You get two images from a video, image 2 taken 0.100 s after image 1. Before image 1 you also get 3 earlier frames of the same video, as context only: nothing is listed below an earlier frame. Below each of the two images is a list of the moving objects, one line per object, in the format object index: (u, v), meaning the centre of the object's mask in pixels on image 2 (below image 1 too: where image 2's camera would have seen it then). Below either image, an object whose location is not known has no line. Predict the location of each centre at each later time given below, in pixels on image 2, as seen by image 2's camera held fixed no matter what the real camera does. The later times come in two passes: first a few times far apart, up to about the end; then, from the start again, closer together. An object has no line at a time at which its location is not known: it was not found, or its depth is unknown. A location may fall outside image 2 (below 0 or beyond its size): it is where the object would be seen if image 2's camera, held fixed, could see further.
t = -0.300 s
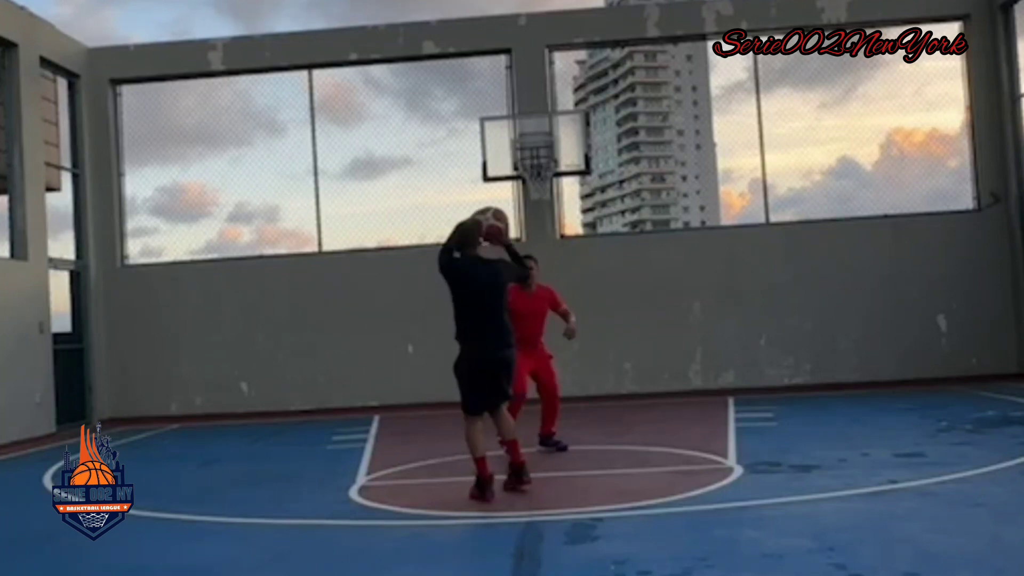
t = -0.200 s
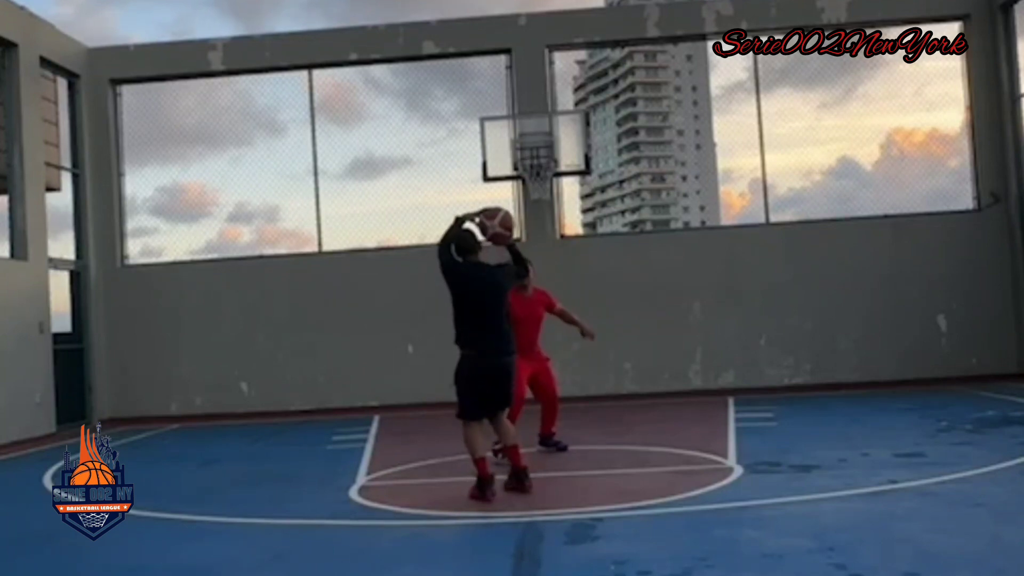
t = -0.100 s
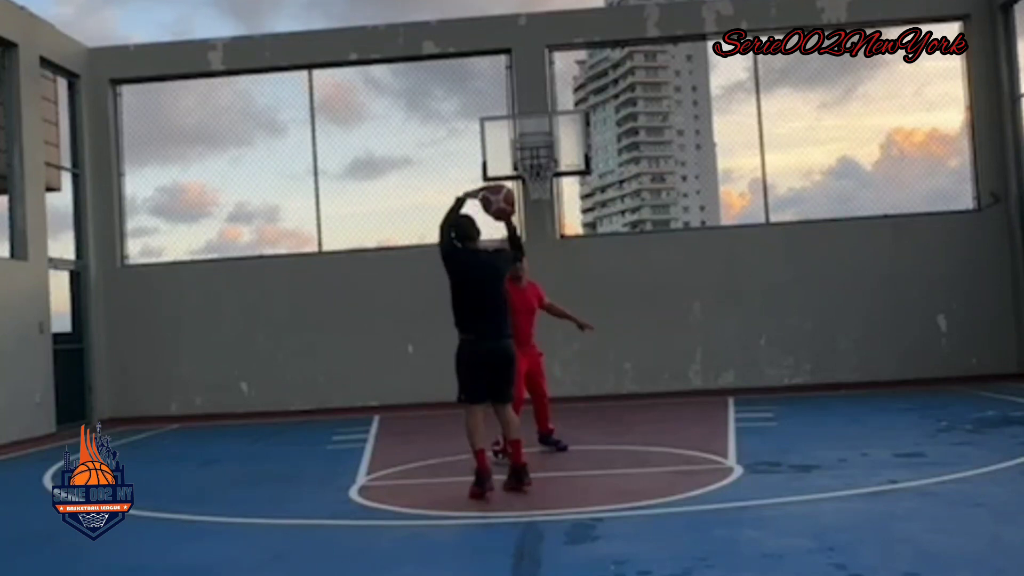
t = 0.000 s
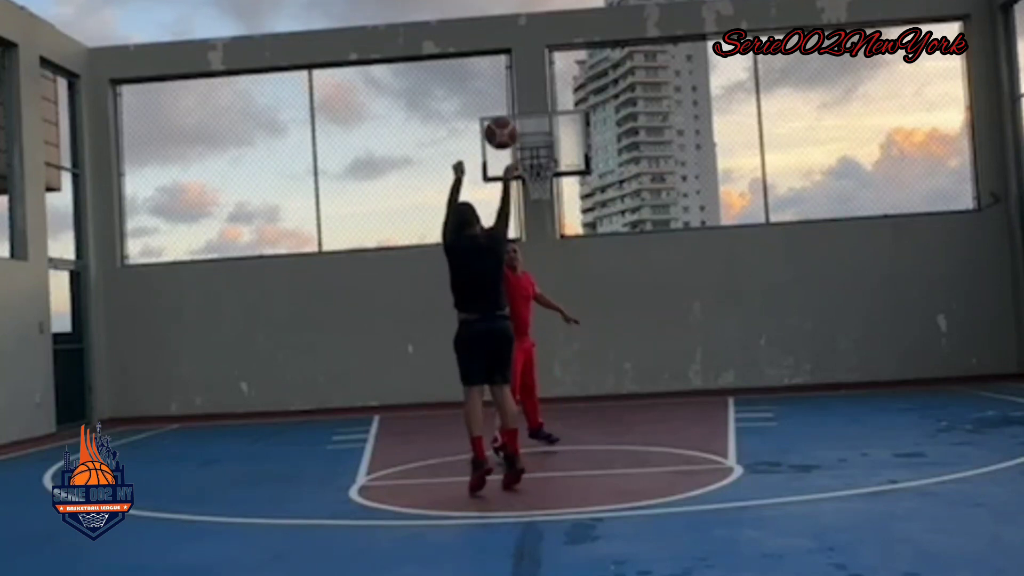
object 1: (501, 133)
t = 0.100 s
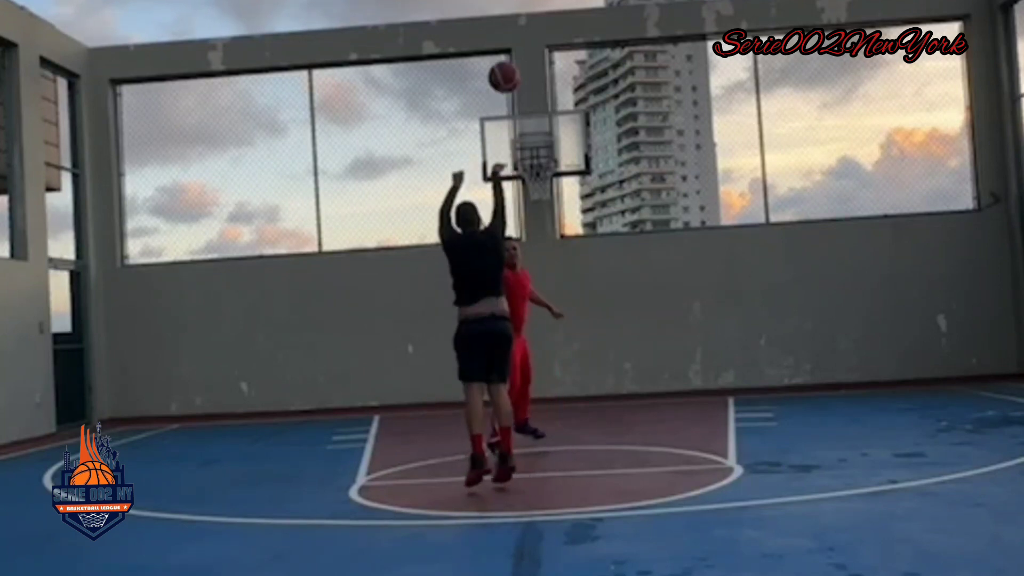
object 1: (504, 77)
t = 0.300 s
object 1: (510, 20)
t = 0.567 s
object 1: (521, 23)
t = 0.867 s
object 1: (536, 96)
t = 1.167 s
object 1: (552, 138)
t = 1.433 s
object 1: (575, 134)
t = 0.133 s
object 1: (504, 63)
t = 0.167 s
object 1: (506, 51)
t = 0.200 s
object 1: (506, 42)
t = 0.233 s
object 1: (507, 34)
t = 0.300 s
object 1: (510, 20)
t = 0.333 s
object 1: (511, 17)
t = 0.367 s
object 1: (513, 14)
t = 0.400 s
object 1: (514, 13)
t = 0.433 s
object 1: (515, 13)
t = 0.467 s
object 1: (517, 13)
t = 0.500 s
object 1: (518, 15)
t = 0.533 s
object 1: (519, 19)
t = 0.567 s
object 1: (521, 23)
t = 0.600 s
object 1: (522, 30)
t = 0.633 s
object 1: (523, 36)
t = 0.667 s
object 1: (525, 41)
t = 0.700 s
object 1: (527, 49)
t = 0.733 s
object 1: (529, 57)
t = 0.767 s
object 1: (530, 66)
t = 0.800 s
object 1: (532, 75)
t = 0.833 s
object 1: (534, 86)
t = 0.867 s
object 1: (536, 96)
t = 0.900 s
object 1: (537, 107)
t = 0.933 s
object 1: (538, 119)
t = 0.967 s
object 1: (541, 132)
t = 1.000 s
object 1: (543, 146)
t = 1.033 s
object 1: (544, 157)
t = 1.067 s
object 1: (546, 153)
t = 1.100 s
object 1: (548, 148)
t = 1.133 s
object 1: (550, 143)
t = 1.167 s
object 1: (552, 138)
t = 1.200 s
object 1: (555, 132)
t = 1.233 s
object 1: (558, 129)
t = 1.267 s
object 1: (560, 128)
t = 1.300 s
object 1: (563, 127)
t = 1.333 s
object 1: (566, 127)
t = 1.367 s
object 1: (569, 128)
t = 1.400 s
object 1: (572, 130)
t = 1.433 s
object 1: (575, 134)
